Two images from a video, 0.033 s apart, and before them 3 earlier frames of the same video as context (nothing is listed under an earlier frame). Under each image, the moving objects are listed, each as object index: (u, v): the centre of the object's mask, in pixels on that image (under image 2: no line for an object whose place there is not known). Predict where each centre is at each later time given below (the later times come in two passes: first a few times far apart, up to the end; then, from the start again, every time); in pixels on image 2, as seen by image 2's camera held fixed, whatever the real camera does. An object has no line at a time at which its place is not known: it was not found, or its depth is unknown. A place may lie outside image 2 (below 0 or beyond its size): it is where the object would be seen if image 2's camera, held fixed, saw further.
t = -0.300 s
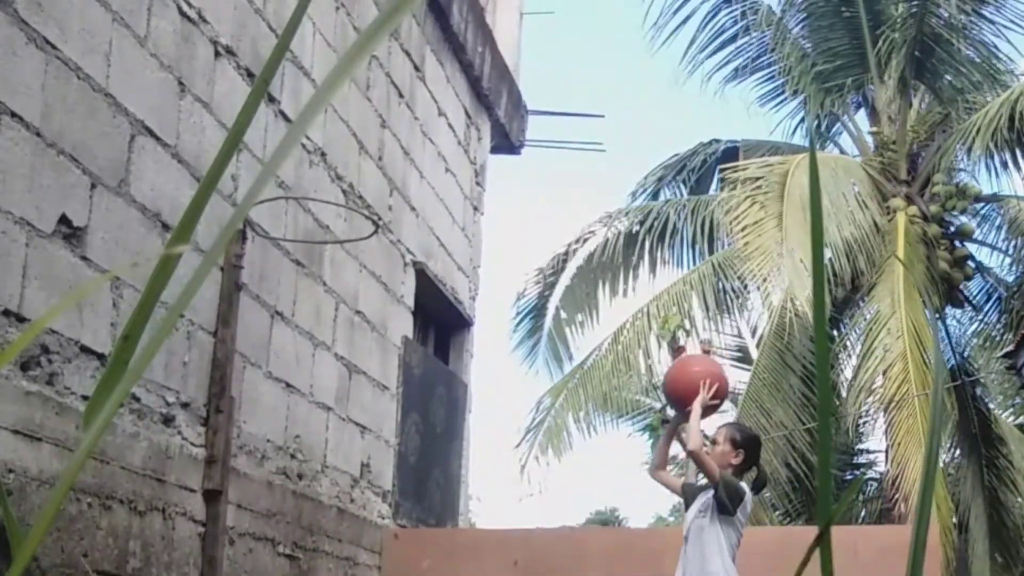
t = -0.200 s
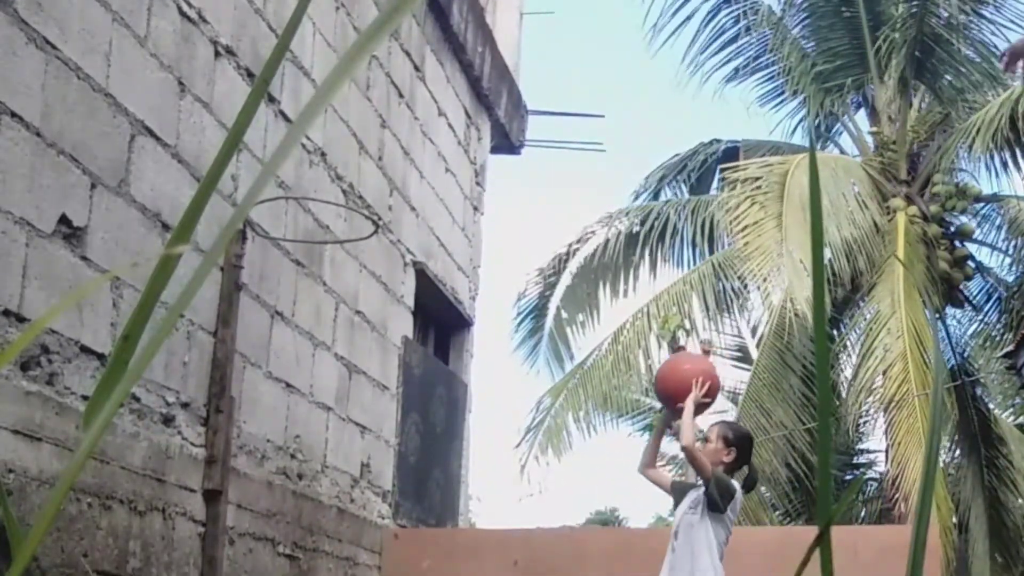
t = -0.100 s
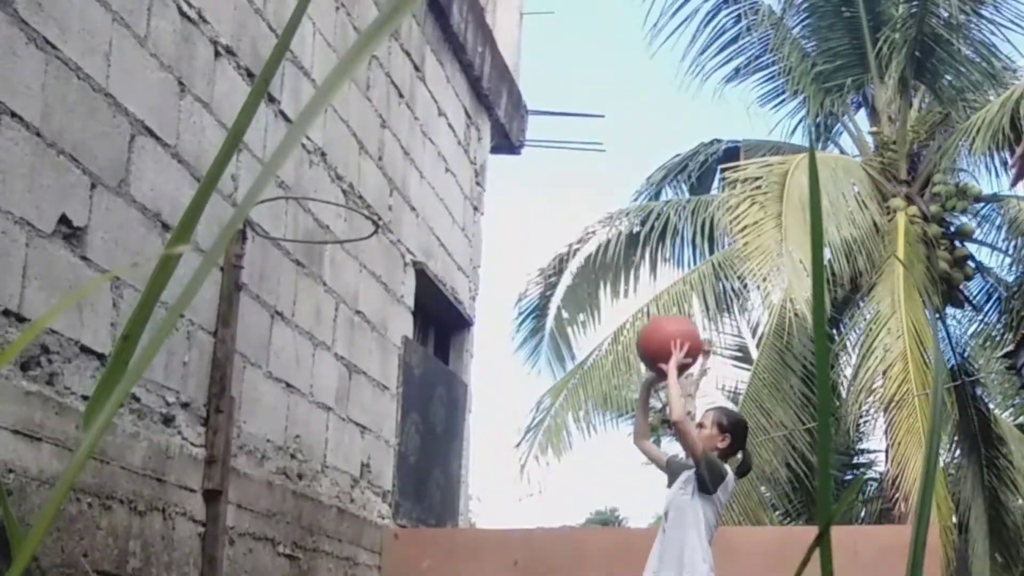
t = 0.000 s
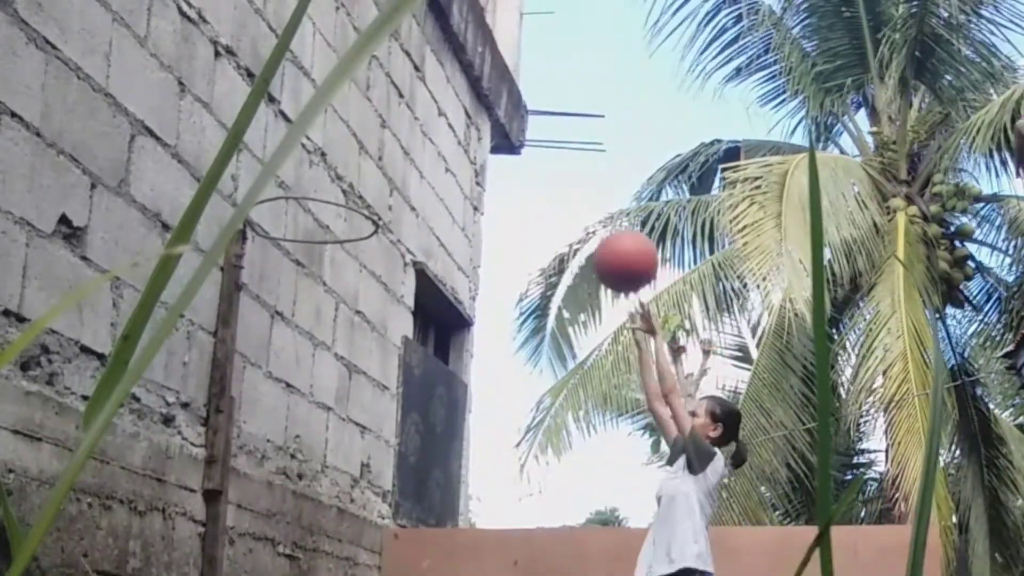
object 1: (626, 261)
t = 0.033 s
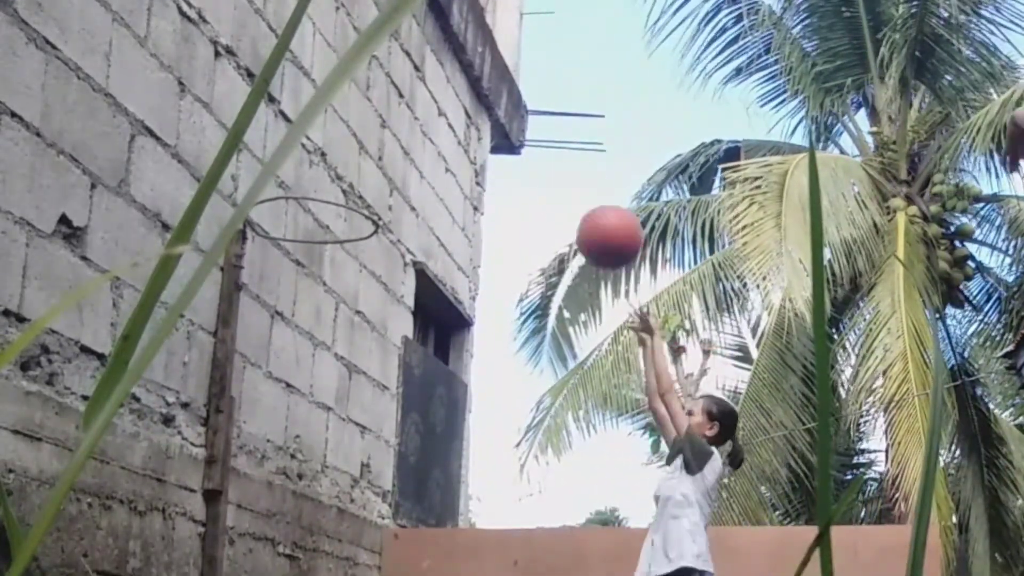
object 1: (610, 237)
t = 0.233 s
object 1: (504, 143)
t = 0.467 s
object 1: (366, 164)
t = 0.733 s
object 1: (281, 373)
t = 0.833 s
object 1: (281, 513)
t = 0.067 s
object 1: (593, 214)
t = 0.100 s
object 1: (575, 195)
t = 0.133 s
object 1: (558, 178)
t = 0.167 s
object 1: (540, 164)
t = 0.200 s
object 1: (522, 152)
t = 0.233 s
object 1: (504, 143)
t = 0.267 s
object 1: (486, 137)
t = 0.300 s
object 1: (467, 135)
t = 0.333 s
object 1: (448, 135)
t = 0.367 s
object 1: (428, 137)
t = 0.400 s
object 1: (408, 143)
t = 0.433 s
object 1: (387, 152)
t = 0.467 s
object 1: (366, 164)
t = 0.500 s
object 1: (345, 176)
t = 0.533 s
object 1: (321, 199)
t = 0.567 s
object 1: (298, 222)
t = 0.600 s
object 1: (279, 249)
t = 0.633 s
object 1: (279, 274)
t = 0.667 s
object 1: (280, 303)
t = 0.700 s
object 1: (281, 336)
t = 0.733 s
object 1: (281, 373)
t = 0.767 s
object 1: (281, 415)
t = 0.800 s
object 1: (281, 462)
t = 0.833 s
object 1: (281, 513)
